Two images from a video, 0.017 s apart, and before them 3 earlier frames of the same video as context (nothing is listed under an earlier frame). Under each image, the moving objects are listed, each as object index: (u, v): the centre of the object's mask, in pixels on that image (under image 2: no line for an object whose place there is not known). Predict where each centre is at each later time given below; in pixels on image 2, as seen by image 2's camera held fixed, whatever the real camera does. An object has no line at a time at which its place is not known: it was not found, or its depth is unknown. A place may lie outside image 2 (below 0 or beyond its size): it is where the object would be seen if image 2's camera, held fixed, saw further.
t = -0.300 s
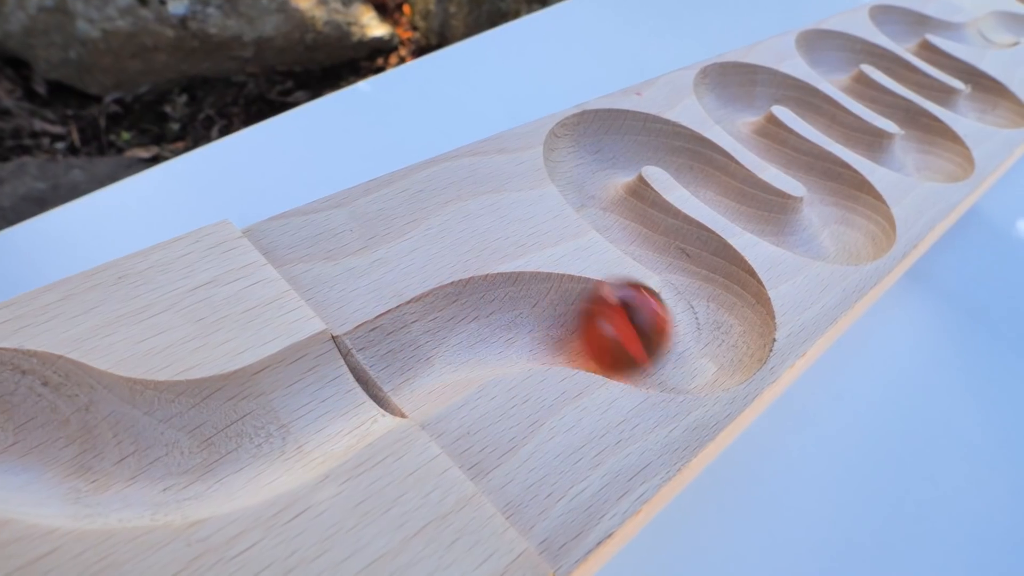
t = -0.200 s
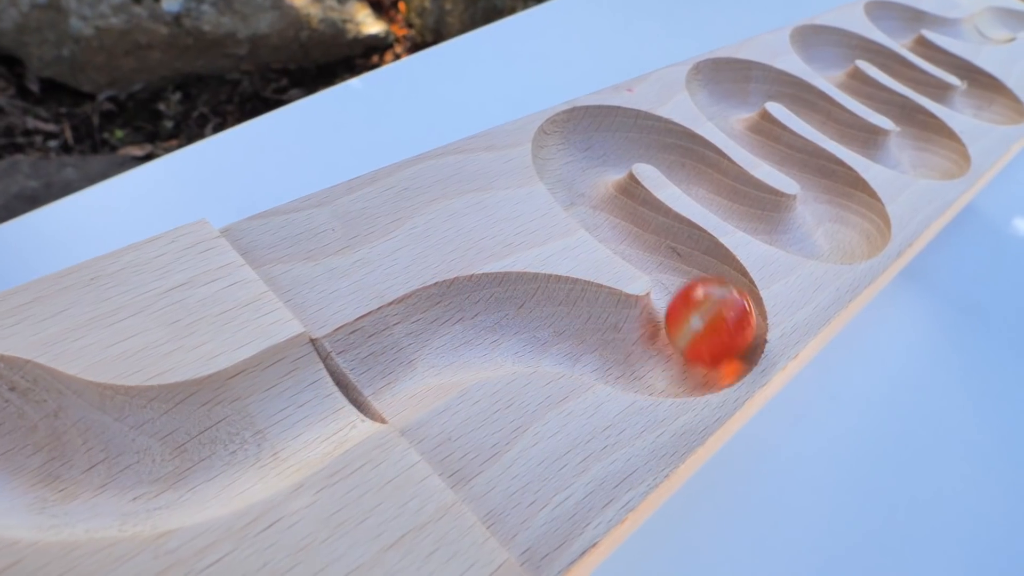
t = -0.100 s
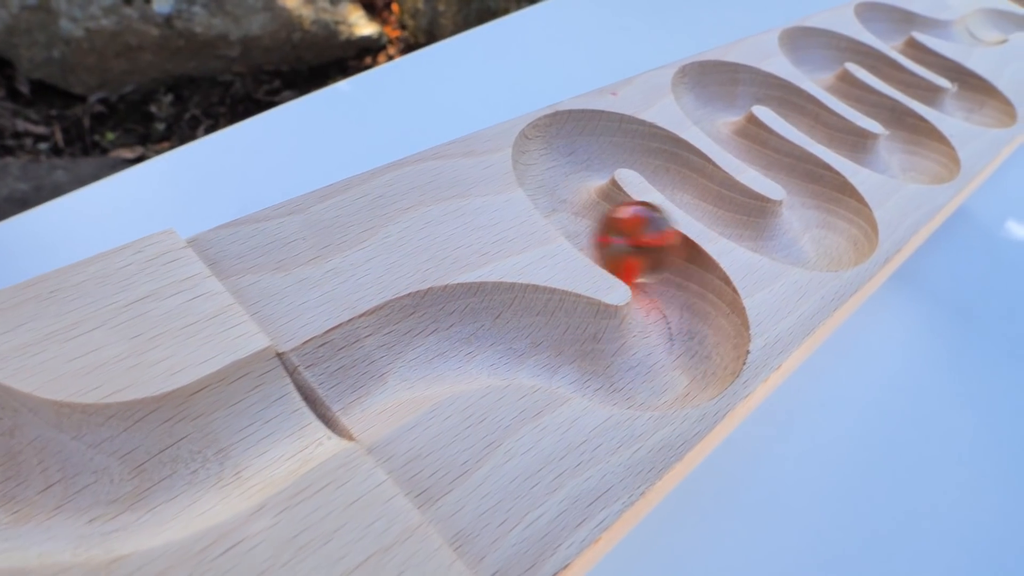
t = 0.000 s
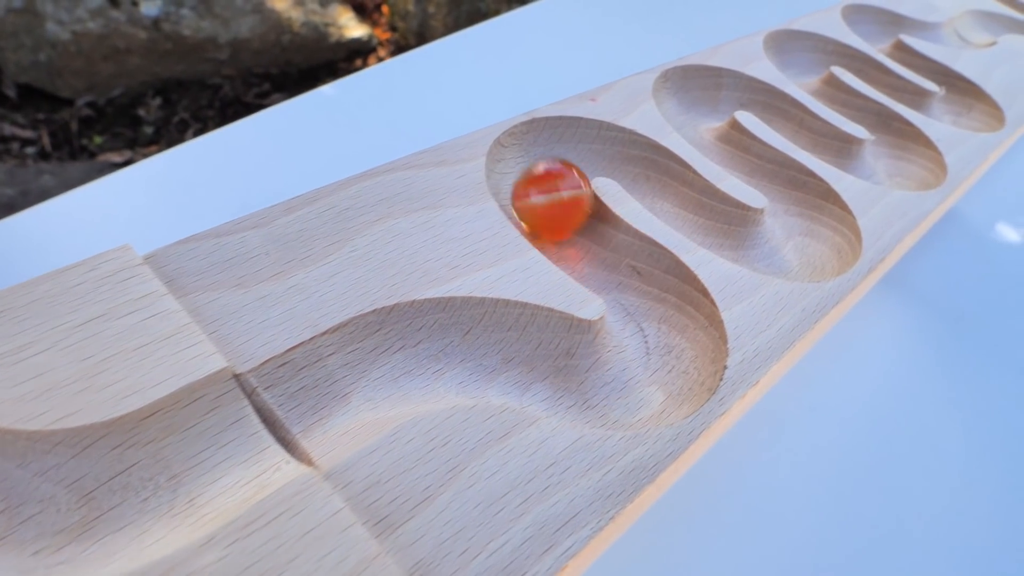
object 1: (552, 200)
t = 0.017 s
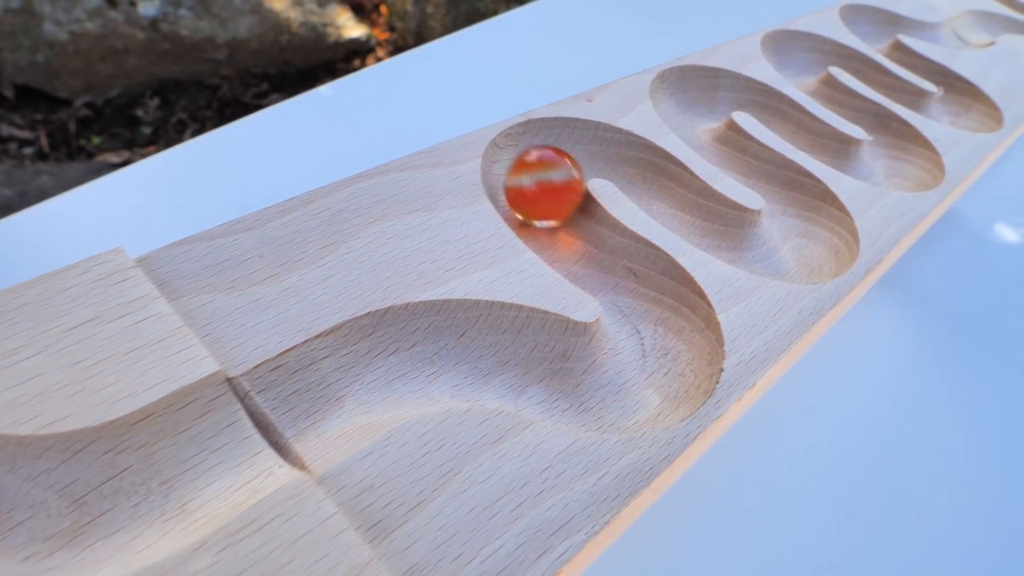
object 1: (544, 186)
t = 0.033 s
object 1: (538, 176)
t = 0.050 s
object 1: (527, 160)
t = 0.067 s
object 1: (533, 145)
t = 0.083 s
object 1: (539, 142)
